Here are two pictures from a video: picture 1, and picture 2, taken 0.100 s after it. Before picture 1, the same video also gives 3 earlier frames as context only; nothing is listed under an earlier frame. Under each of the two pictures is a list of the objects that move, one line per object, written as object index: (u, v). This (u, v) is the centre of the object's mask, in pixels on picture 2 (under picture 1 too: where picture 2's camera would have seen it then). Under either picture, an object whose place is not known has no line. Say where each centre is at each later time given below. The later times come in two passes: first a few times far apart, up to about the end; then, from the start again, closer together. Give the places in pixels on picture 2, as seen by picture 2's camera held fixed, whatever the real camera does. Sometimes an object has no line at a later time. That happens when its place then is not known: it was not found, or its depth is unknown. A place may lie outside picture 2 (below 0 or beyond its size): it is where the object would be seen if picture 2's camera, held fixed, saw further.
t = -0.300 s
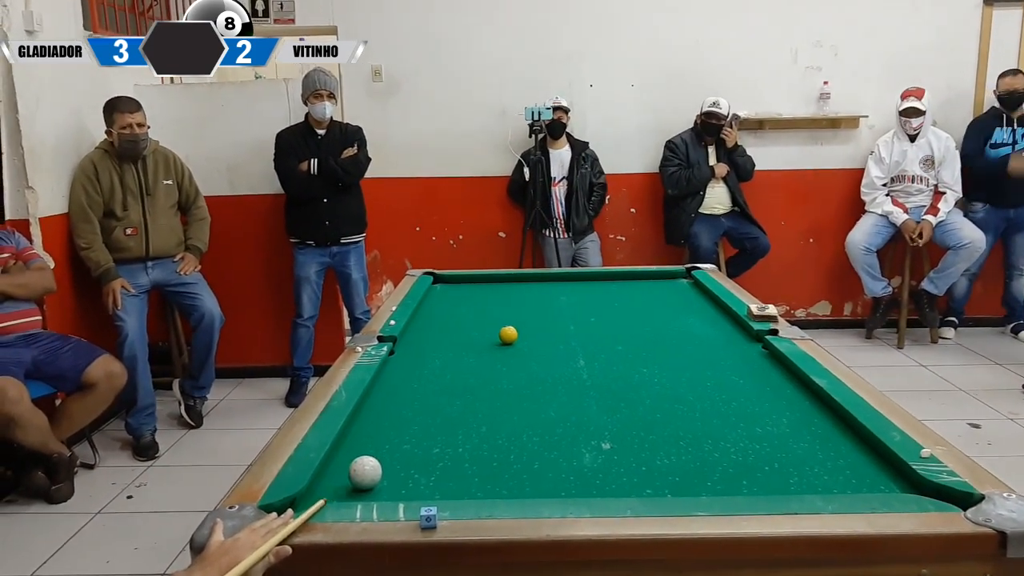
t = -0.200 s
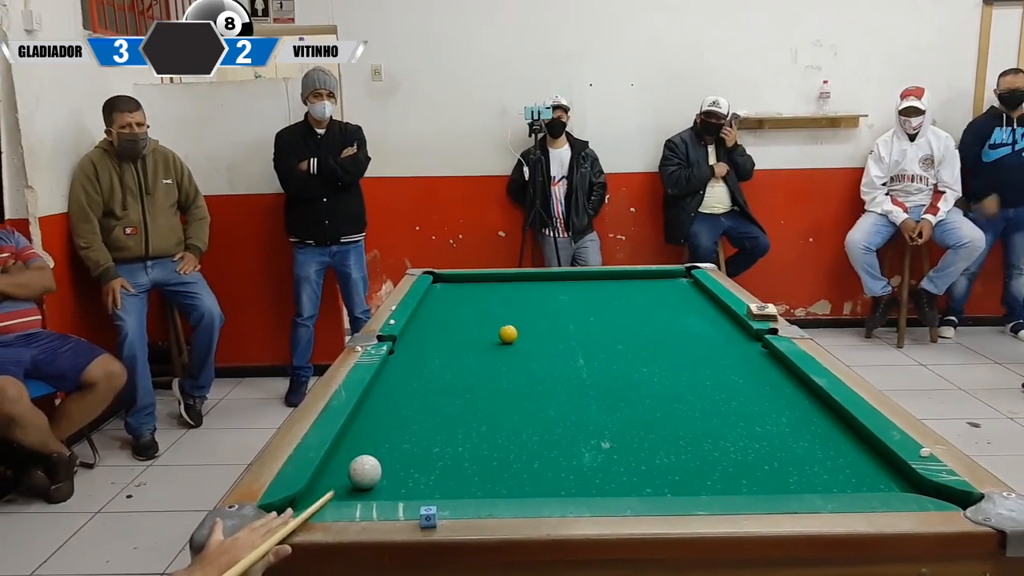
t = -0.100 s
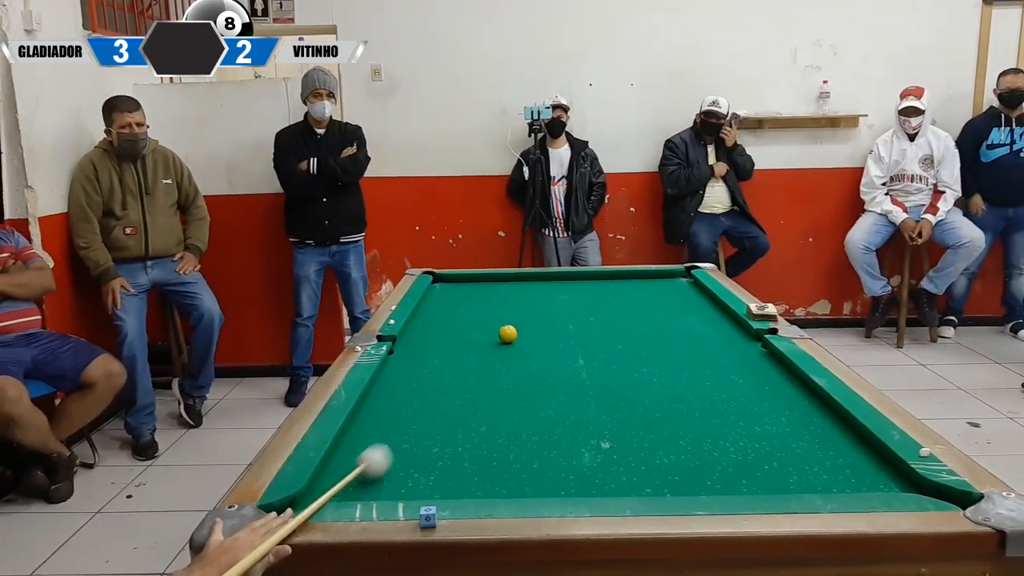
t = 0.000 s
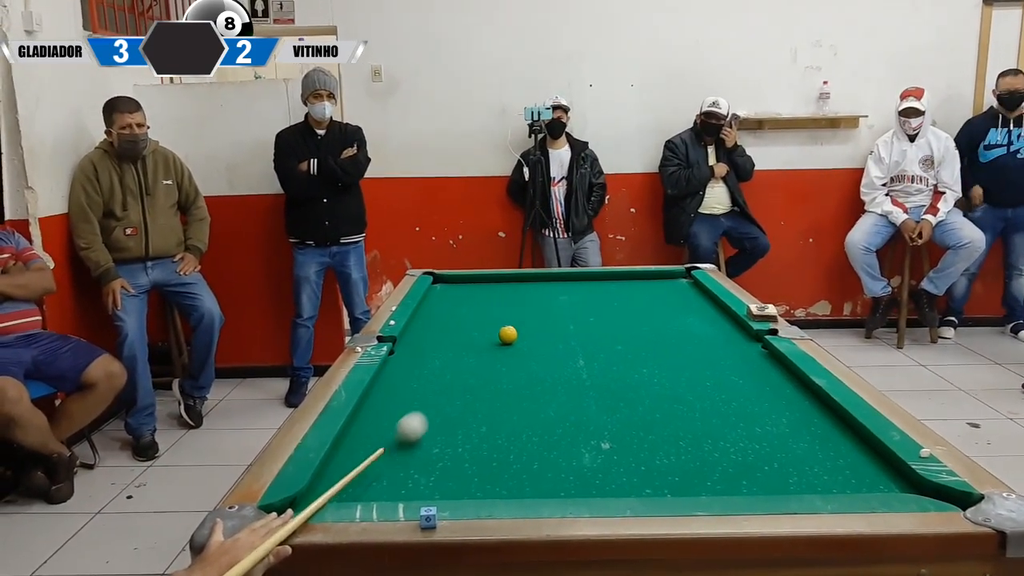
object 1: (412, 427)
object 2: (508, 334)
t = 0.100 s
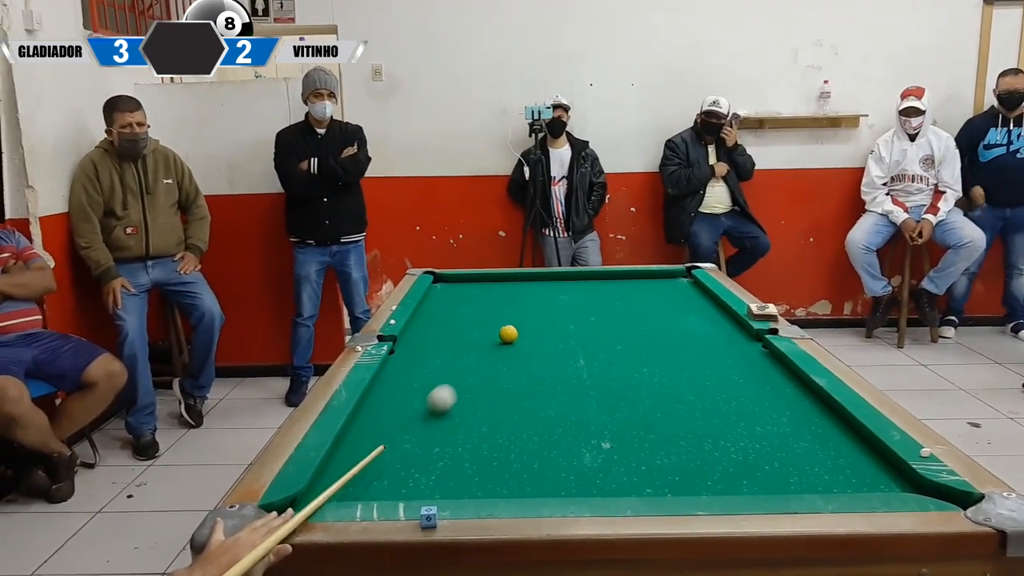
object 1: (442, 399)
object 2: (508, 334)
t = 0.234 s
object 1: (474, 369)
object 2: (508, 334)
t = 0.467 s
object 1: (511, 337)
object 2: (513, 323)
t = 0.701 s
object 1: (533, 330)
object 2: (523, 305)
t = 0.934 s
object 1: (552, 322)
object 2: (530, 290)
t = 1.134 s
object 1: (568, 316)
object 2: (536, 279)
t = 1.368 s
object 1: (583, 310)
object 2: (541, 281)
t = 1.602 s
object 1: (597, 304)
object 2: (548, 288)
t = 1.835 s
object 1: (610, 299)
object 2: (555, 296)
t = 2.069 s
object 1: (621, 294)
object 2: (562, 304)
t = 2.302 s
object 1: (630, 290)
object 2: (570, 313)
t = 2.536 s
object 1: (639, 287)
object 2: (578, 322)
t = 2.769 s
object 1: (647, 283)
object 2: (587, 332)
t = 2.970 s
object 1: (653, 281)
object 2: (595, 341)
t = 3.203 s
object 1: (658, 278)
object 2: (604, 351)
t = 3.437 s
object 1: (664, 276)
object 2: (613, 363)
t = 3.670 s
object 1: (668, 274)
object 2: (623, 375)
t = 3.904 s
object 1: (673, 273)
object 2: (634, 388)
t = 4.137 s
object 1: (677, 274)
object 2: (645, 401)
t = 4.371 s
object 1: (682, 275)
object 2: (656, 414)
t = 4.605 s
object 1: (683, 275)
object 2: (668, 429)
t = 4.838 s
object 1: (684, 276)
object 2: (679, 443)
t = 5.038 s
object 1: (684, 276)
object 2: (688, 455)
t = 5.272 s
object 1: (684, 276)
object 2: (700, 469)
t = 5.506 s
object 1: (684, 276)
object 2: (710, 482)
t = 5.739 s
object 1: (684, 276)
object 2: (720, 489)
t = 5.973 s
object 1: (684, 276)
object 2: (716, 484)
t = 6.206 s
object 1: (684, 276)
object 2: (714, 480)
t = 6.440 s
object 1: (684, 276)
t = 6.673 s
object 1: (684, 276)
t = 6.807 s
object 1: (684, 276)
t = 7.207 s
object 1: (684, 276)
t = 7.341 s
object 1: (684, 276)
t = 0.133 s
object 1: (450, 390)
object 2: (508, 334)
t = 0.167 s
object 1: (459, 382)
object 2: (508, 334)
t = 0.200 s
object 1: (466, 375)
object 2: (508, 334)
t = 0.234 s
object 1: (474, 369)
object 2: (508, 334)
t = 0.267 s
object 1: (480, 362)
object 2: (508, 334)
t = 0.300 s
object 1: (487, 356)
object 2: (508, 334)
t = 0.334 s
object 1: (493, 350)
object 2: (508, 334)
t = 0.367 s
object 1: (499, 344)
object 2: (510, 333)
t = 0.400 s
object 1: (503, 340)
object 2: (511, 330)
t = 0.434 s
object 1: (508, 337)
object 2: (512, 326)
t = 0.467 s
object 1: (511, 337)
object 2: (513, 323)
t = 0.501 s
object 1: (514, 337)
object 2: (514, 320)
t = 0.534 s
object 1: (517, 335)
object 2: (516, 318)
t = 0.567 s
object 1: (520, 335)
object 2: (518, 315)
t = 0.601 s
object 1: (523, 333)
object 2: (519, 312)
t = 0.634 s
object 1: (527, 332)
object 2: (520, 310)
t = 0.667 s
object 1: (529, 331)
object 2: (522, 308)
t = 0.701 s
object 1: (533, 330)
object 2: (523, 305)
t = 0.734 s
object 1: (536, 329)
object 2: (524, 303)
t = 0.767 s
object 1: (538, 328)
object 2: (525, 301)
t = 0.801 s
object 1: (541, 326)
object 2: (526, 299)
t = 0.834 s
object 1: (544, 325)
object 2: (527, 296)
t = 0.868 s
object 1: (547, 324)
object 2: (528, 295)
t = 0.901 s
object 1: (550, 323)
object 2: (529, 292)
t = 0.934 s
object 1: (552, 322)
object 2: (530, 290)
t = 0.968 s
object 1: (555, 321)
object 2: (531, 288)
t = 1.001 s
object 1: (558, 320)
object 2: (532, 287)
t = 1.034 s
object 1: (560, 319)
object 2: (533, 285)
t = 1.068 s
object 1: (563, 318)
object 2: (534, 283)
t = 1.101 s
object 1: (565, 317)
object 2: (535, 281)
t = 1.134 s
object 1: (568, 316)
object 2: (536, 279)
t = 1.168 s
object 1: (570, 315)
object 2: (536, 278)
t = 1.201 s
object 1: (572, 314)
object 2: (537, 276)
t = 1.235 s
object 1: (575, 313)
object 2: (538, 277)
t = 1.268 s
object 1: (577, 312)
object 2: (539, 278)
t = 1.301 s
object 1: (579, 311)
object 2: (540, 279)
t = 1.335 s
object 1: (581, 311)
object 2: (541, 280)
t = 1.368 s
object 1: (583, 310)
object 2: (541, 281)
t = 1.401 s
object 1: (586, 309)
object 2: (542, 282)
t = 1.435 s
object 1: (587, 308)
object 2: (543, 283)
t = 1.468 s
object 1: (589, 307)
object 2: (544, 284)
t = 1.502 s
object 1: (591, 306)
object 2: (545, 285)
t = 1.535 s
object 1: (593, 306)
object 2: (546, 286)
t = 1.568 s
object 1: (595, 305)
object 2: (547, 287)
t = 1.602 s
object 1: (597, 304)
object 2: (548, 288)
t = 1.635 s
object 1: (599, 303)
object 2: (549, 289)
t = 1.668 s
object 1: (601, 303)
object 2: (550, 291)
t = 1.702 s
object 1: (603, 302)
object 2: (551, 292)
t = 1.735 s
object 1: (604, 301)
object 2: (552, 293)
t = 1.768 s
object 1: (606, 300)
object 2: (553, 294)
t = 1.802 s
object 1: (608, 300)
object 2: (554, 295)
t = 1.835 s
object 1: (610, 299)
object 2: (555, 296)
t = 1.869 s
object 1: (611, 298)
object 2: (556, 297)
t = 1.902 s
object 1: (613, 298)
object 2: (557, 298)
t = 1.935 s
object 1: (615, 297)
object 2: (558, 299)
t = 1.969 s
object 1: (616, 296)
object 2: (559, 301)
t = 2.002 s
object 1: (618, 296)
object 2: (560, 302)
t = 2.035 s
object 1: (620, 295)
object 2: (561, 303)
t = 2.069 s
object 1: (621, 294)
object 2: (562, 304)
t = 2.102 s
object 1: (622, 294)
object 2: (563, 306)
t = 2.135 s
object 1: (624, 293)
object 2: (564, 307)
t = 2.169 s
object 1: (625, 293)
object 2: (565, 308)
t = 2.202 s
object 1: (627, 292)
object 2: (566, 309)
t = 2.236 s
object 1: (628, 291)
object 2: (567, 310)
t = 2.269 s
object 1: (629, 291)
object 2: (569, 312)
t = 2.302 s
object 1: (630, 290)
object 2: (570, 313)
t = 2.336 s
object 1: (632, 290)
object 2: (571, 314)
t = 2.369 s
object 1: (633, 289)
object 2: (572, 315)
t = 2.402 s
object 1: (634, 289)
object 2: (574, 317)
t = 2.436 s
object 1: (636, 288)
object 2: (575, 318)
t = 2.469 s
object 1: (637, 288)
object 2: (576, 319)
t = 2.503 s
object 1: (638, 287)
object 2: (577, 321)
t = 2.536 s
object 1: (639, 287)
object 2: (578, 322)
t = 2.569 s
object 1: (640, 286)
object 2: (580, 324)
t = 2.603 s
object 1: (641, 286)
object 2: (581, 325)
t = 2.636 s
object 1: (643, 285)
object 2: (582, 326)
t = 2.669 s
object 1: (644, 285)
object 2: (583, 327)
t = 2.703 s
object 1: (645, 284)
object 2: (585, 329)
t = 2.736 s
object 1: (646, 284)
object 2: (586, 330)
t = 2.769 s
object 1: (647, 283)
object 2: (587, 332)
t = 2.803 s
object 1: (648, 283)
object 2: (588, 333)
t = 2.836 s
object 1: (649, 283)
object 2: (590, 335)
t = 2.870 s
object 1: (650, 282)
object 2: (591, 336)
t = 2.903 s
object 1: (651, 282)
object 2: (592, 338)
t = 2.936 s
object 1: (652, 281)
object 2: (594, 339)
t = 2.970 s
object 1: (653, 281)
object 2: (595, 341)
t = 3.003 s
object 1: (654, 281)
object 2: (596, 342)
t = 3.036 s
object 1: (655, 280)
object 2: (597, 344)
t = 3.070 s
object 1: (656, 280)
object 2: (599, 345)
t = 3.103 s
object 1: (656, 279)
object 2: (600, 347)
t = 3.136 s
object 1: (657, 279)
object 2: (601, 348)
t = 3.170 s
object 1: (658, 279)
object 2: (603, 350)
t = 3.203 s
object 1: (658, 278)
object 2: (604, 351)
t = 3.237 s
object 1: (659, 278)
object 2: (605, 353)
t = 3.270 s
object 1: (660, 278)
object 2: (607, 355)
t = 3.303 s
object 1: (661, 277)
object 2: (608, 356)
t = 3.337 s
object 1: (661, 277)
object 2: (609, 358)
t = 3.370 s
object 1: (662, 277)
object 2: (611, 359)
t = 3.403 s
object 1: (663, 276)
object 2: (612, 361)
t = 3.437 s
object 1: (664, 276)
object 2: (613, 363)
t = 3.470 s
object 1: (665, 276)
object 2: (615, 365)
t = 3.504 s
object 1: (665, 275)
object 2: (616, 366)
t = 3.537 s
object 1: (666, 275)
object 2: (618, 368)
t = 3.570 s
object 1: (667, 275)
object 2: (619, 370)
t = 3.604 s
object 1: (667, 274)
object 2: (621, 371)
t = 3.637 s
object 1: (668, 274)
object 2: (622, 373)
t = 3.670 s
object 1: (668, 274)
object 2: (623, 375)
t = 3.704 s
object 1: (669, 274)
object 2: (625, 377)
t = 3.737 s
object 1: (670, 273)
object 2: (626, 379)
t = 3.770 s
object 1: (670, 273)
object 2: (628, 380)
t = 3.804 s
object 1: (671, 273)
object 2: (629, 382)
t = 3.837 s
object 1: (672, 273)
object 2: (631, 384)
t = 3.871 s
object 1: (672, 273)
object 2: (632, 385)
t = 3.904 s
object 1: (673, 273)
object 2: (634, 388)
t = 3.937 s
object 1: (673, 274)
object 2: (635, 389)
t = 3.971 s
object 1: (674, 274)
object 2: (637, 391)
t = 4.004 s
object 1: (675, 274)
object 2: (639, 393)
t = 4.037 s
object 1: (676, 274)
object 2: (640, 395)
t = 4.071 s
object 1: (676, 274)
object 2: (642, 397)
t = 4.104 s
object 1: (677, 274)
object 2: (643, 399)
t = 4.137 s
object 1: (677, 274)
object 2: (645, 401)
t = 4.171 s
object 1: (678, 274)
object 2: (647, 403)
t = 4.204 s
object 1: (679, 274)
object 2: (648, 404)
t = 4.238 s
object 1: (679, 275)
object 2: (650, 407)
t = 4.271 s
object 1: (680, 275)
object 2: (652, 409)
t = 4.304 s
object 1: (681, 275)
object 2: (653, 411)
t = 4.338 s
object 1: (681, 275)
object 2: (655, 412)
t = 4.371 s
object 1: (682, 275)
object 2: (656, 414)
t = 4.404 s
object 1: (682, 275)
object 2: (658, 416)
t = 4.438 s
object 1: (683, 275)
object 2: (660, 418)
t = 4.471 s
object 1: (683, 275)
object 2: (661, 421)
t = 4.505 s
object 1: (683, 275)
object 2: (663, 423)
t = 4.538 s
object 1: (683, 275)
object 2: (664, 425)
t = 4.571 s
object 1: (683, 275)
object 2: (666, 427)
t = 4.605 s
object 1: (683, 275)
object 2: (668, 429)
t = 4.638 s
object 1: (683, 275)
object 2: (669, 430)
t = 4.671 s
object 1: (683, 275)
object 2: (671, 433)
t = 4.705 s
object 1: (683, 275)
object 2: (672, 435)
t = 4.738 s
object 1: (683, 275)
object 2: (674, 437)
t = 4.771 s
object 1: (683, 275)
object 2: (676, 439)
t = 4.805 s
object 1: (684, 275)
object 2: (677, 441)
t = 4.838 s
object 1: (684, 276)
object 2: (679, 443)
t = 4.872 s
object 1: (684, 276)
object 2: (681, 445)
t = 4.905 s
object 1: (684, 276)
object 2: (682, 447)
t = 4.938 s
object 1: (684, 276)
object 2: (684, 449)
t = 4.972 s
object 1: (684, 276)
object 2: (685, 451)
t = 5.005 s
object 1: (684, 276)
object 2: (687, 453)
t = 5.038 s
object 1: (684, 276)
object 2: (688, 455)
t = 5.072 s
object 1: (684, 276)
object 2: (690, 457)
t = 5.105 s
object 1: (684, 276)
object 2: (692, 460)
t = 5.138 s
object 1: (684, 276)
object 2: (693, 461)
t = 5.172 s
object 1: (684, 276)
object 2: (695, 463)
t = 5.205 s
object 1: (684, 276)
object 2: (696, 465)
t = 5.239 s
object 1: (684, 276)
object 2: (698, 468)
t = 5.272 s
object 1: (684, 276)
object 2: (700, 469)
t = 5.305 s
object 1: (684, 276)
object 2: (701, 471)
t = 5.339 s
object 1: (684, 276)
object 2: (703, 473)
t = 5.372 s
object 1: (684, 276)
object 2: (705, 475)
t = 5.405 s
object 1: (684, 276)
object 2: (706, 477)
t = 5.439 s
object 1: (684, 276)
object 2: (707, 479)
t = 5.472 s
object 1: (684, 276)
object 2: (709, 480)
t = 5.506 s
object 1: (684, 276)
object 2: (710, 482)
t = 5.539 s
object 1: (684, 276)
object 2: (712, 483)
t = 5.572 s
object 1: (684, 276)
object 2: (713, 484)
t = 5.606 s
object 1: (684, 276)
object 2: (714, 485)
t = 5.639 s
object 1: (684, 276)
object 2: (716, 486)
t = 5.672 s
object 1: (684, 276)
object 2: (717, 487)
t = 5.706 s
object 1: (684, 276)
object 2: (718, 488)
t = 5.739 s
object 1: (684, 276)
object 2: (720, 489)
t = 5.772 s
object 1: (684, 276)
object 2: (719, 488)
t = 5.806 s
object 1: (684, 276)
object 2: (719, 487)
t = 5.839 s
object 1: (684, 276)
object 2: (718, 487)
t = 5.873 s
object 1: (684, 276)
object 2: (718, 486)
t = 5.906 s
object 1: (684, 276)
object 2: (718, 485)
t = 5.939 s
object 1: (684, 276)
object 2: (717, 485)
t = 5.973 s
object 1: (684, 276)
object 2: (716, 484)
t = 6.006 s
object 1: (684, 276)
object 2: (716, 484)
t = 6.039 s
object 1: (684, 276)
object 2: (716, 483)
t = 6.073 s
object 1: (684, 276)
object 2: (715, 482)
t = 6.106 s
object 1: (684, 276)
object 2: (715, 482)
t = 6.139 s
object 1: (684, 276)
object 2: (714, 481)
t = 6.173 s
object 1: (684, 276)
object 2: (714, 481)
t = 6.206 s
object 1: (684, 276)
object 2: (714, 480)
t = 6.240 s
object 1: (684, 276)
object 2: (713, 480)
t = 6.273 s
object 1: (684, 276)
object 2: (713, 479)
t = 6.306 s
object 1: (684, 276)
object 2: (712, 478)
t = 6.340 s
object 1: (684, 276)
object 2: (712, 478)
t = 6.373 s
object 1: (684, 276)
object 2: (711, 478)
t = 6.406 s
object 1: (684, 276)
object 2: (711, 477)
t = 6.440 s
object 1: (684, 276)
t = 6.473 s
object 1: (684, 276)
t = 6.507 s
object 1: (684, 276)
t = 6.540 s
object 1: (684, 276)
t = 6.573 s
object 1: (684, 276)
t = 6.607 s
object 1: (684, 276)
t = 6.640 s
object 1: (684, 276)
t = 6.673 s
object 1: (684, 276)
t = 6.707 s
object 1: (684, 276)
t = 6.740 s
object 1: (684, 276)
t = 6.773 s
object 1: (684, 276)
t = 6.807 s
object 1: (684, 276)
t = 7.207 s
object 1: (684, 276)
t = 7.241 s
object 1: (684, 276)
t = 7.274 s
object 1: (684, 276)
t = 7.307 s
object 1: (684, 276)
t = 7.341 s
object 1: (684, 276)
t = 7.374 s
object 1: (684, 275)
